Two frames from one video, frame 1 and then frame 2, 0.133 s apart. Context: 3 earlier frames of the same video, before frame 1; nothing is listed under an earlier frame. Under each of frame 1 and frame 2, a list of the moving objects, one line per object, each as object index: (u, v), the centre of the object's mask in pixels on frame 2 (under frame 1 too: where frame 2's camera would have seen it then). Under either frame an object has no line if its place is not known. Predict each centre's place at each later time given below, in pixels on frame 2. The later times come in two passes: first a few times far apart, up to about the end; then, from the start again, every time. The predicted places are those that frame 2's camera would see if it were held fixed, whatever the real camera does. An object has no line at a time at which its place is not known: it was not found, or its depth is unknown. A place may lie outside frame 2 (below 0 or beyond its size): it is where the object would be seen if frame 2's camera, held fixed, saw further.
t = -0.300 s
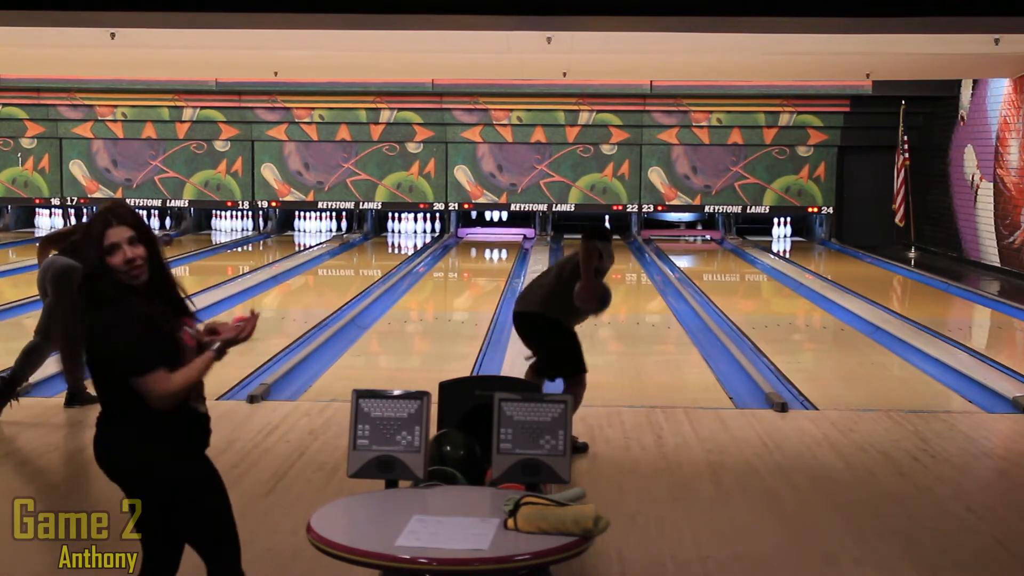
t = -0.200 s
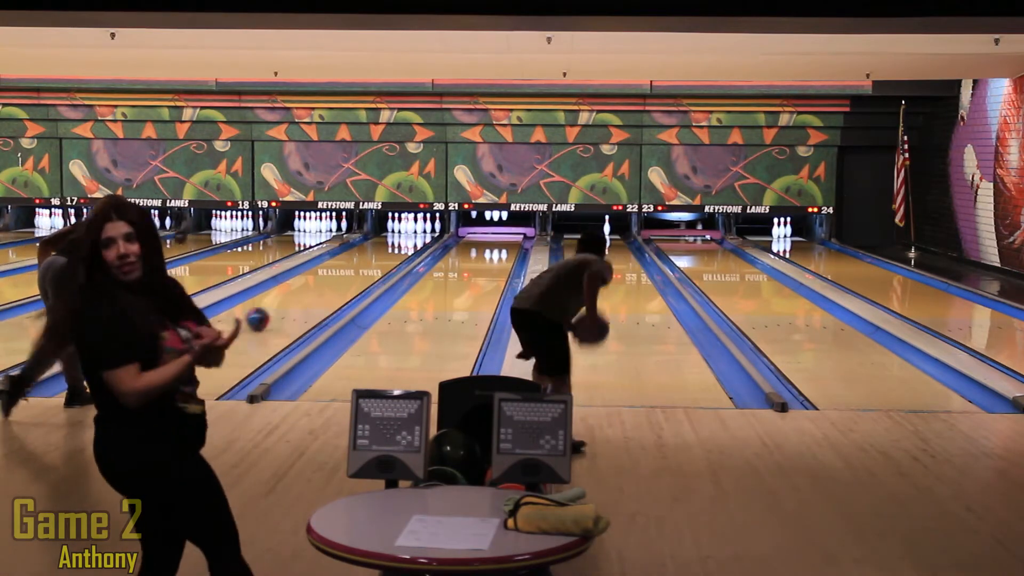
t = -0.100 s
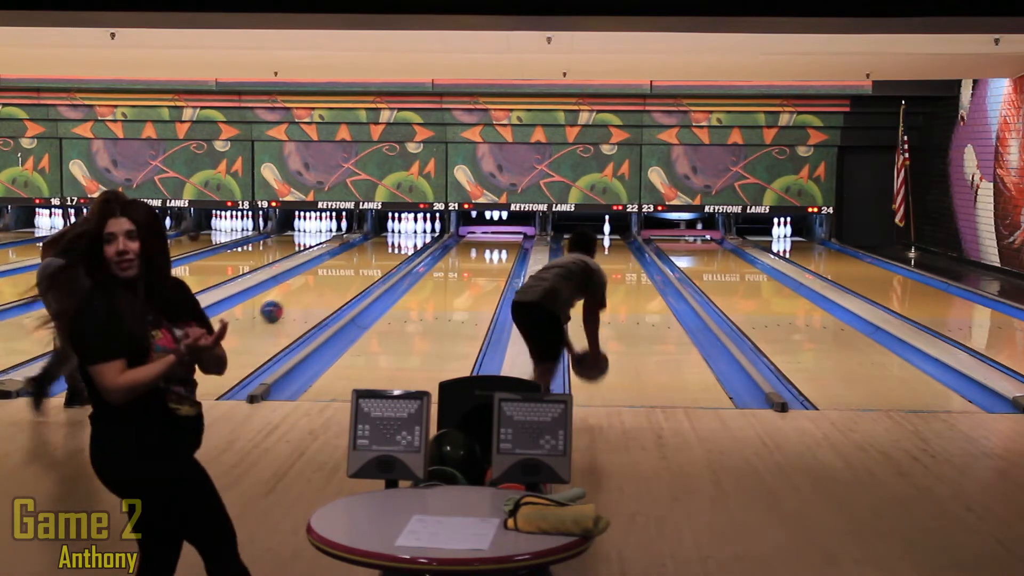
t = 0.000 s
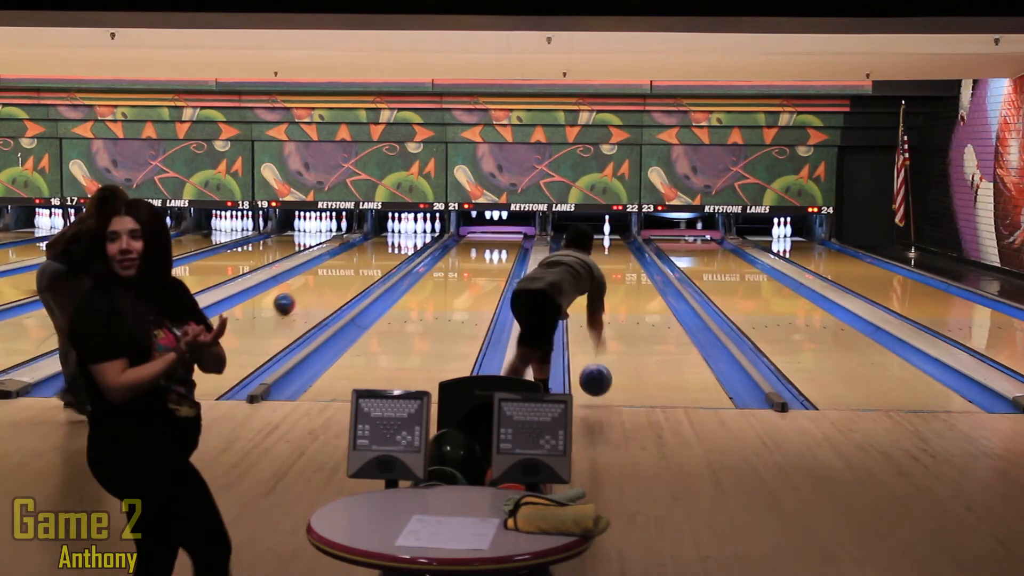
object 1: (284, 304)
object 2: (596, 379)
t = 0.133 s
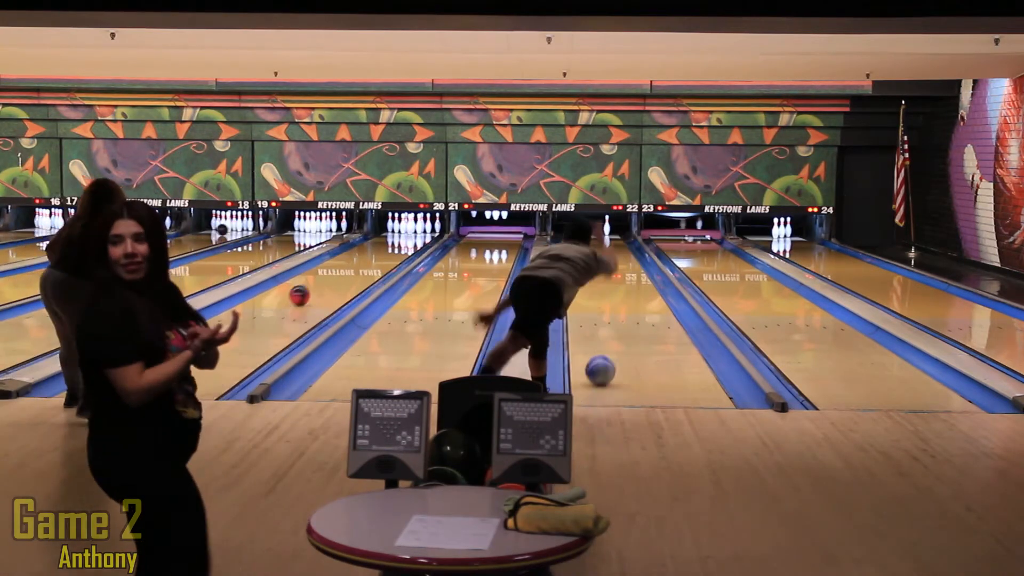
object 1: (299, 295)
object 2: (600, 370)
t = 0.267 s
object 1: (313, 287)
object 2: (604, 353)
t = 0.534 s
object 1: (336, 274)
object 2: (610, 326)
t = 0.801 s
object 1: (355, 264)
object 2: (614, 305)
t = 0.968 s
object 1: (365, 257)
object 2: (616, 295)
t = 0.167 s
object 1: (303, 293)
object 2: (601, 366)
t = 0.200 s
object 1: (306, 291)
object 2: (602, 362)
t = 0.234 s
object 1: (310, 289)
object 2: (603, 357)
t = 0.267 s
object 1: (313, 287)
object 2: (604, 353)
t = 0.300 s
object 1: (316, 286)
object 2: (605, 349)
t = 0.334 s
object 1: (319, 284)
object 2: (606, 345)
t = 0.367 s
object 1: (322, 283)
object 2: (607, 342)
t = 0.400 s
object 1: (325, 281)
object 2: (608, 338)
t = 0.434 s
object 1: (328, 279)
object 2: (608, 335)
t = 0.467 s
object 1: (330, 278)
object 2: (609, 332)
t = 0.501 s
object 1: (333, 276)
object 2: (610, 329)
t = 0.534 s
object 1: (336, 274)
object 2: (610, 326)
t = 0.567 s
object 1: (338, 273)
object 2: (611, 323)
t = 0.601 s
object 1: (341, 272)
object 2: (612, 320)
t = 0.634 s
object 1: (343, 270)
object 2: (612, 317)
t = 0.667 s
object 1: (346, 269)
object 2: (612, 315)
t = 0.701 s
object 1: (348, 267)
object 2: (613, 312)
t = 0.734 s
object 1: (350, 266)
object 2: (613, 310)
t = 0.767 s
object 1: (353, 265)
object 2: (614, 308)
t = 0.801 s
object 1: (355, 264)
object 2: (614, 305)
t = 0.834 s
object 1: (357, 263)
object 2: (615, 303)
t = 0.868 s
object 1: (359, 261)
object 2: (615, 301)
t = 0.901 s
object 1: (361, 260)
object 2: (616, 299)
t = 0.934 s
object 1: (363, 259)
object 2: (616, 297)
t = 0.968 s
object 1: (365, 257)
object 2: (616, 295)
